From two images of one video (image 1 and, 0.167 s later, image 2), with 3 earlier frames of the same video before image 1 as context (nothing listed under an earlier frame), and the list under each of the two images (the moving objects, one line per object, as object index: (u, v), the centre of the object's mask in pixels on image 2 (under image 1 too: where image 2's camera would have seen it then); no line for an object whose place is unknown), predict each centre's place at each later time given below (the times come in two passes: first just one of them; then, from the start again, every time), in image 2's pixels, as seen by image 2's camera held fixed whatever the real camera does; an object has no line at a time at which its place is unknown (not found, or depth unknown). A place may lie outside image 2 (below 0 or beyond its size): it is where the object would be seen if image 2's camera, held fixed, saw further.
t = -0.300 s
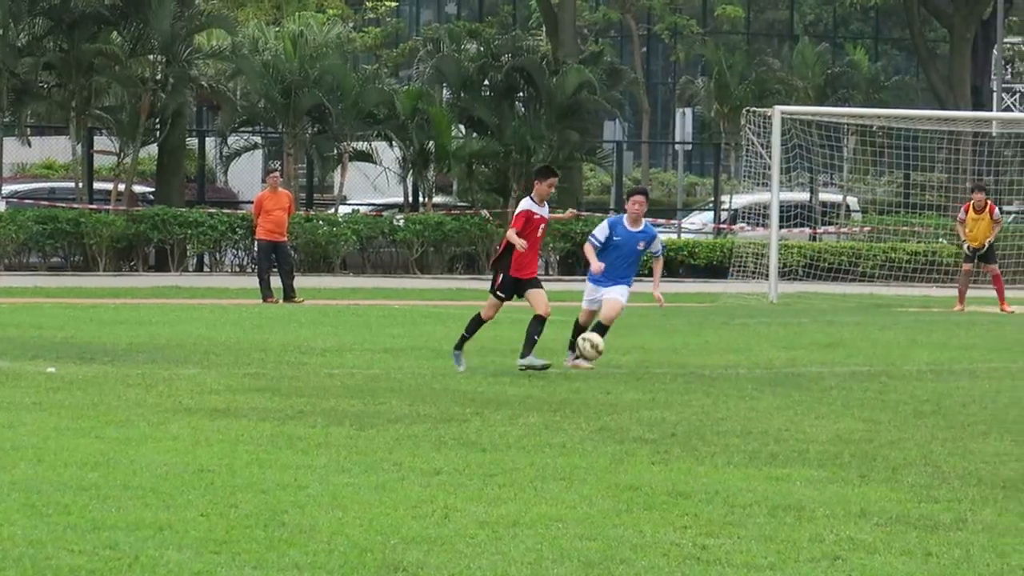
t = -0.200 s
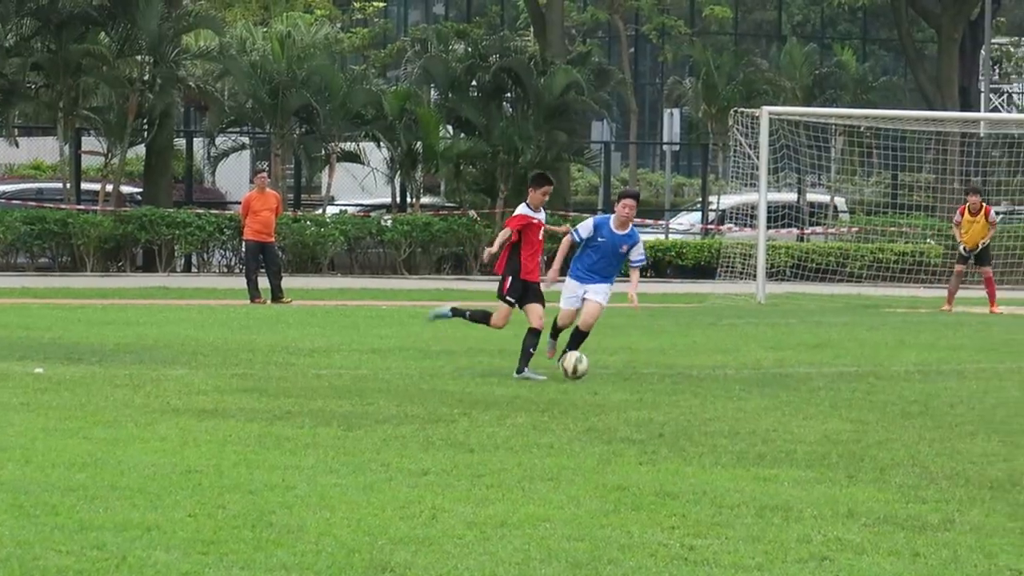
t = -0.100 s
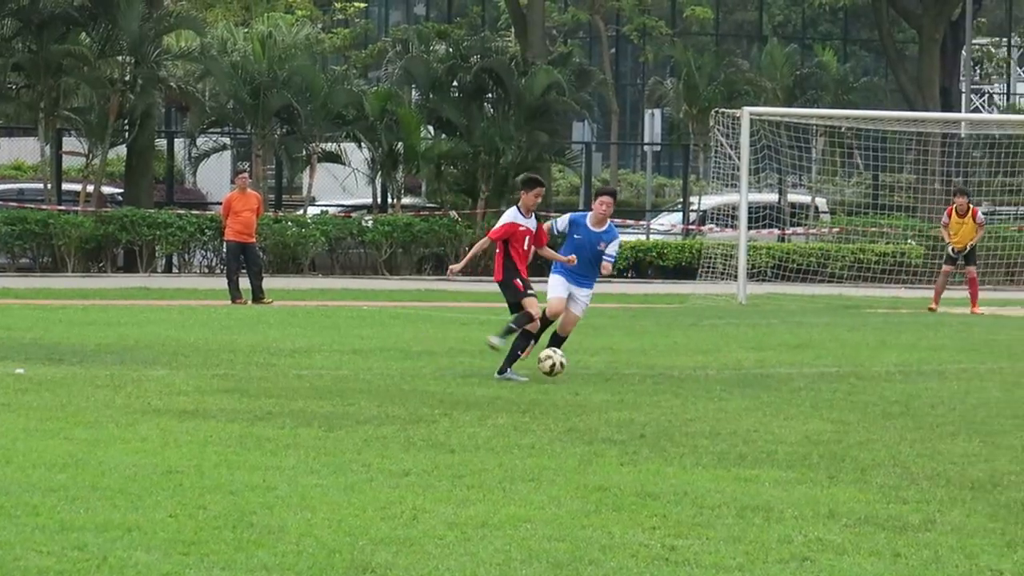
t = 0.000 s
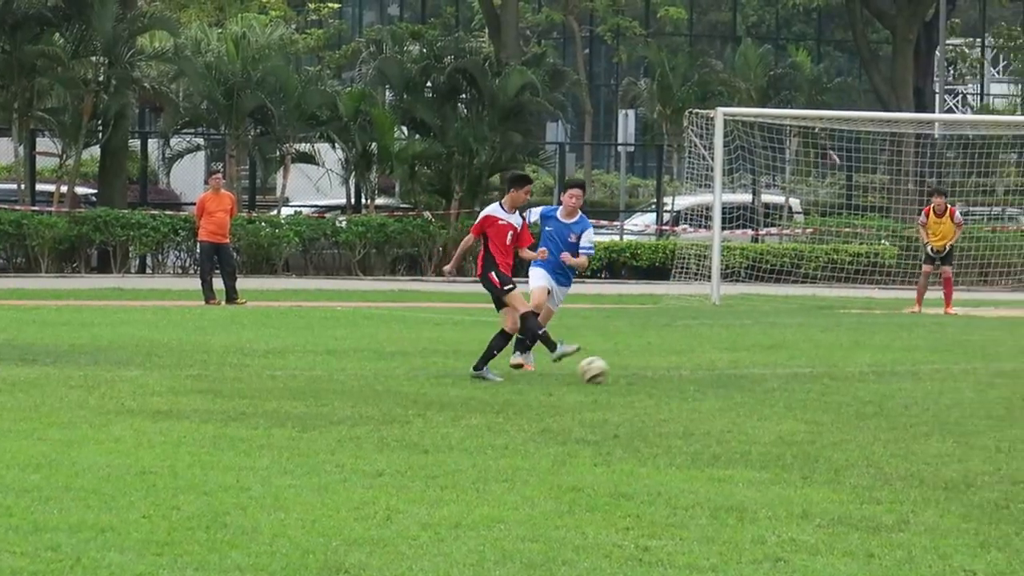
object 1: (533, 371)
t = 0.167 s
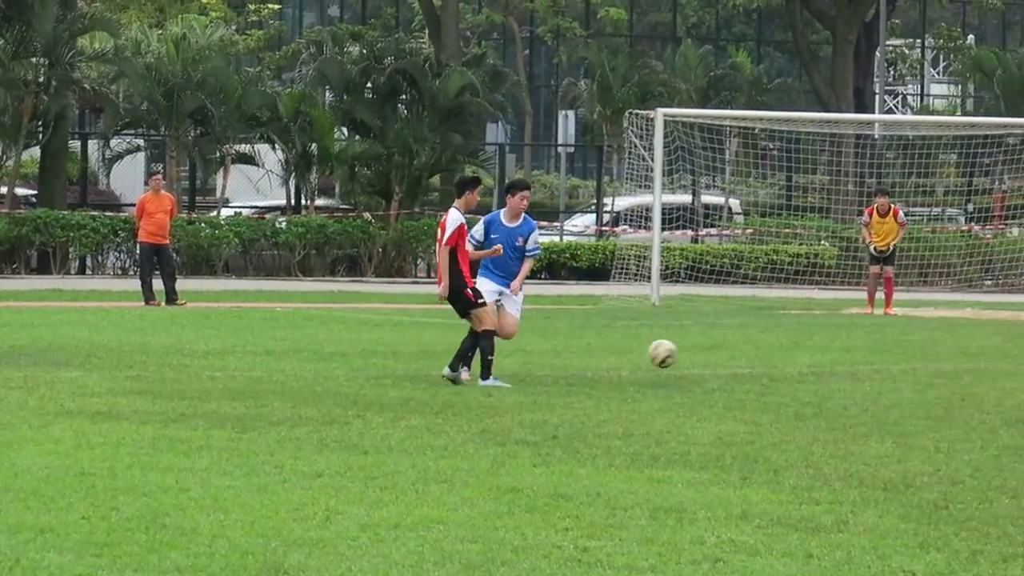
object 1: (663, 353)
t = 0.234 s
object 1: (712, 356)
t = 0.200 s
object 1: (687, 354)
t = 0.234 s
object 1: (712, 356)
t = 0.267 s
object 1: (736, 359)
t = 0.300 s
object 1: (760, 364)
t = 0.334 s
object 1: (783, 370)
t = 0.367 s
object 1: (807, 365)
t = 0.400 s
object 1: (830, 361)
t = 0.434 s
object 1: (852, 358)
